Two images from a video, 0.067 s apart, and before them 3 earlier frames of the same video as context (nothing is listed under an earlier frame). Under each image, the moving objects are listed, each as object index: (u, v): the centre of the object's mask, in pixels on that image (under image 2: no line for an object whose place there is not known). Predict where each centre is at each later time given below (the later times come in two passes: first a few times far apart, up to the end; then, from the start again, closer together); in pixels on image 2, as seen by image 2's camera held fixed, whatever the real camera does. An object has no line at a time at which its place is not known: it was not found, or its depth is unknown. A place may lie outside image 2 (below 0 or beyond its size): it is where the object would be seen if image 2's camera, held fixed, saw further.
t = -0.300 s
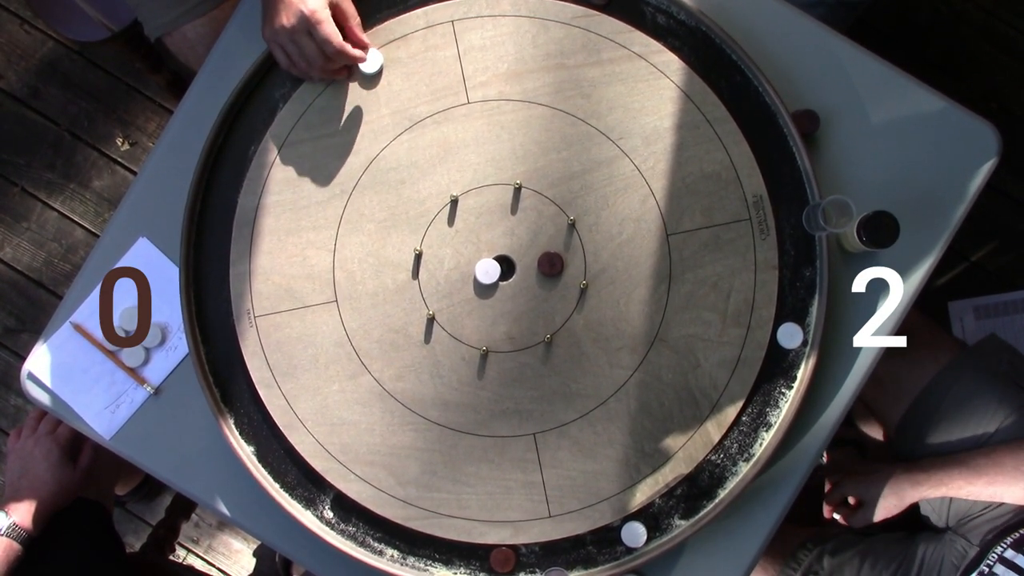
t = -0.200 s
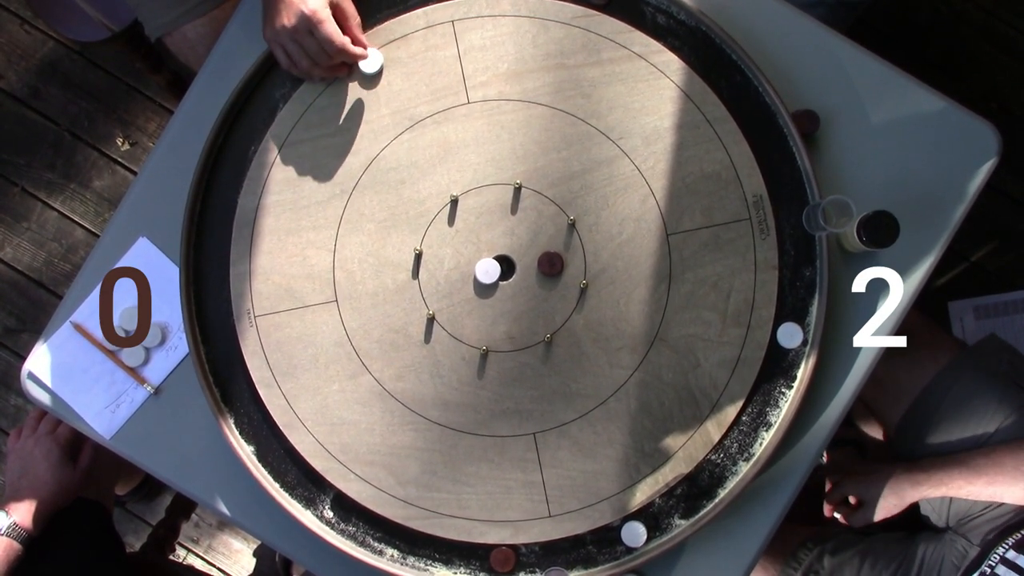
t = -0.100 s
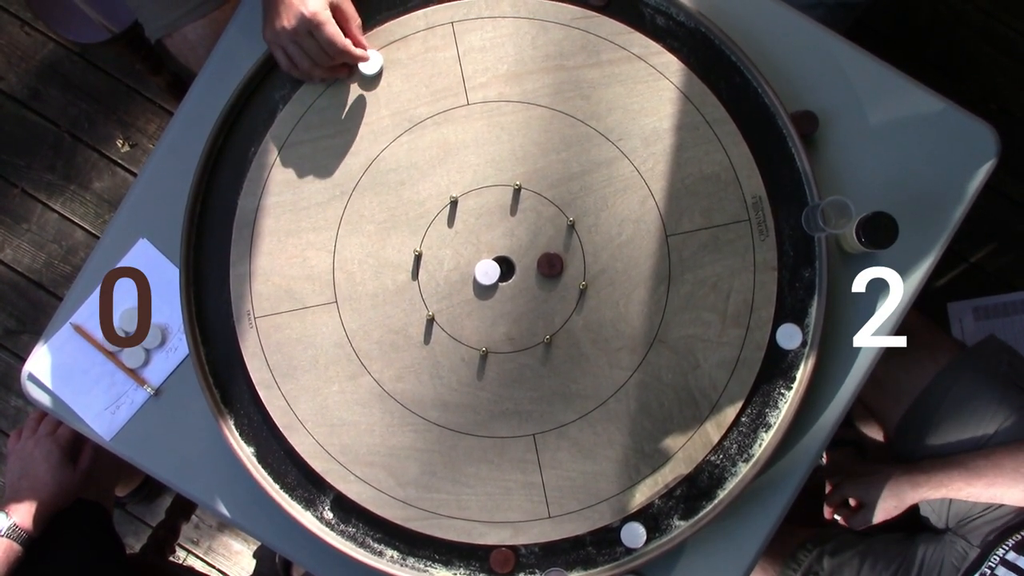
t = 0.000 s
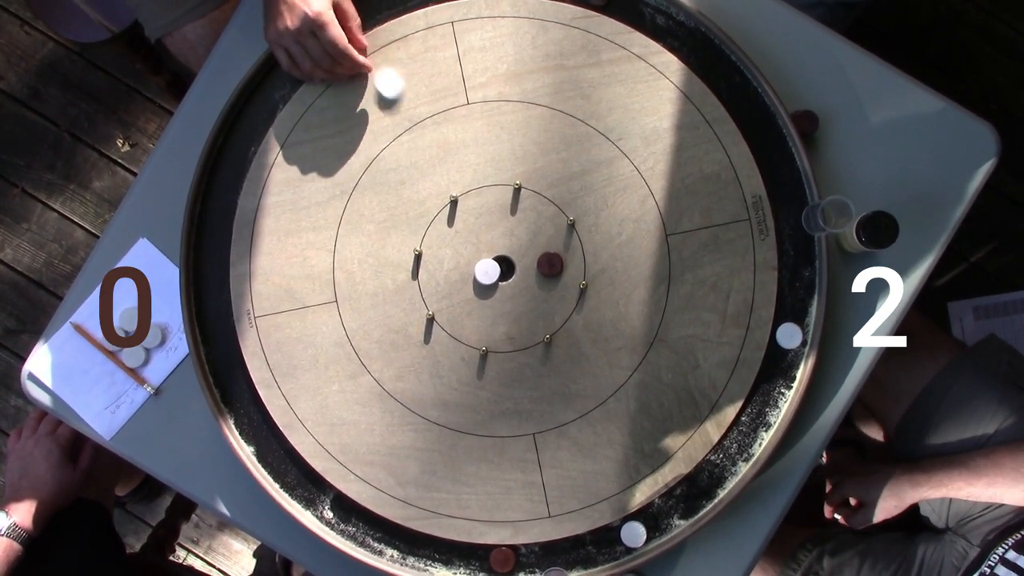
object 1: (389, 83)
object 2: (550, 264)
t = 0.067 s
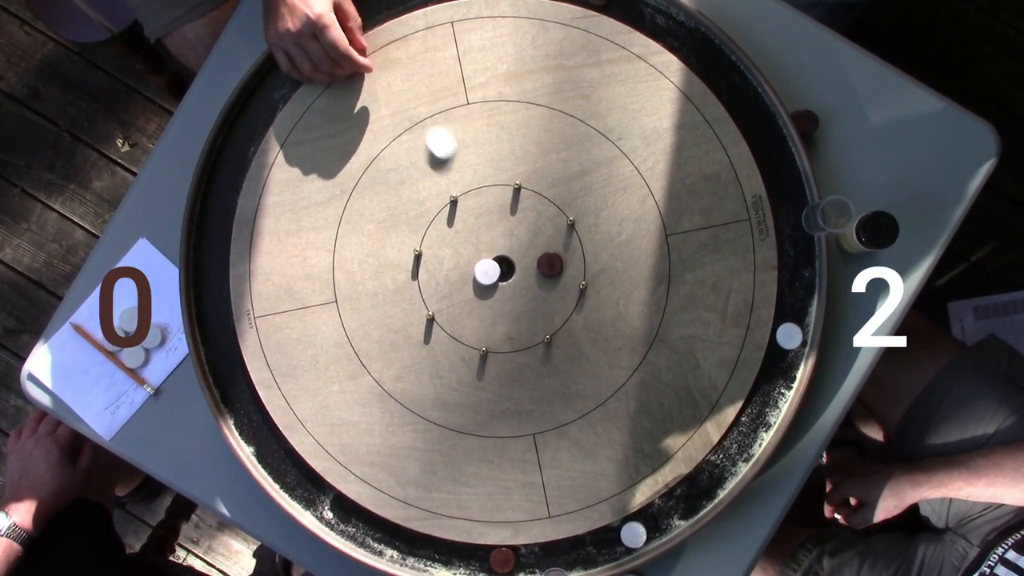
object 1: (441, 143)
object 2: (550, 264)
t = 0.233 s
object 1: (530, 252)
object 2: (551, 280)
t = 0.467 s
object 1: (511, 223)
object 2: (450, 323)
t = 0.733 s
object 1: (510, 220)
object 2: (484, 334)
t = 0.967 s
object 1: (510, 220)
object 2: (486, 334)
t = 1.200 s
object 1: (510, 220)
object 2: (486, 334)
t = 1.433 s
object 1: (510, 220)
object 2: (486, 334)
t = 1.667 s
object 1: (510, 220)
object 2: (486, 334)
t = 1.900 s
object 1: (510, 220)
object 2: (486, 334)
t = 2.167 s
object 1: (510, 220)
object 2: (486, 334)
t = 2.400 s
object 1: (510, 220)
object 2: (486, 333)
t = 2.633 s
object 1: (510, 220)
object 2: (486, 334)
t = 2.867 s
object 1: (510, 220)
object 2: (486, 334)
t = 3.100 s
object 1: (510, 220)
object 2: (486, 334)
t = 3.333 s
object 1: (510, 220)
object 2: (486, 334)
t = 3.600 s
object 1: (510, 220)
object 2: (486, 334)
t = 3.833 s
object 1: (510, 220)
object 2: (486, 334)
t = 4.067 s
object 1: (510, 220)
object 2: (486, 334)
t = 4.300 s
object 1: (510, 220)
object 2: (486, 334)
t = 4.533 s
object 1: (510, 220)
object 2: (486, 334)
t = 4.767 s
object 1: (510, 220)
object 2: (486, 334)
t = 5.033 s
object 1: (510, 220)
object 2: (486, 334)
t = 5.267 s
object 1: (510, 220)
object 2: (486, 334)
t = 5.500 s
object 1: (510, 220)
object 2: (486, 334)
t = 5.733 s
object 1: (510, 220)
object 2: (486, 334)
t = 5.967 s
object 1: (510, 220)
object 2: (486, 334)
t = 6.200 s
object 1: (510, 221)
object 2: (486, 334)
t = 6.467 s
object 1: (510, 220)
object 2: (486, 334)
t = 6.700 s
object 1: (510, 221)
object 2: (486, 334)
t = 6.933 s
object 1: (510, 220)
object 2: (486, 334)
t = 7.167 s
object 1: (510, 220)
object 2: (486, 334)
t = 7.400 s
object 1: (510, 220)
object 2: (486, 333)
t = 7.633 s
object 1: (510, 220)
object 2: (486, 334)
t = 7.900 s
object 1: (510, 220)
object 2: (486, 334)
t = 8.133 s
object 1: (510, 220)
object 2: (486, 334)
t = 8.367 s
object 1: (510, 221)
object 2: (486, 334)
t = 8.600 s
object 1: (510, 220)
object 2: (486, 334)
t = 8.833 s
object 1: (510, 220)
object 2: (486, 333)
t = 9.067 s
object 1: (510, 220)
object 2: (486, 334)
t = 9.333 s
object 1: (510, 220)
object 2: (486, 334)
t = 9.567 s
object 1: (510, 220)
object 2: (486, 334)
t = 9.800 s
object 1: (510, 221)
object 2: (486, 334)
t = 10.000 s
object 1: (510, 221)
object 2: (486, 334)
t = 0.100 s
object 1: (466, 172)
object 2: (550, 264)
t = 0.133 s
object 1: (492, 202)
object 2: (550, 264)
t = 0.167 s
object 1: (517, 231)
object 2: (550, 264)
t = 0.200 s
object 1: (530, 248)
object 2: (561, 275)
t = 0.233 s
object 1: (530, 252)
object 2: (551, 280)
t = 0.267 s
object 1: (527, 250)
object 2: (530, 284)
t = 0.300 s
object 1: (523, 244)
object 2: (512, 292)
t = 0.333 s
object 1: (520, 238)
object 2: (495, 299)
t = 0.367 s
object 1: (517, 233)
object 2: (479, 307)
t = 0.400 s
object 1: (514, 228)
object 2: (465, 313)
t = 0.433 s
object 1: (512, 225)
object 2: (452, 318)
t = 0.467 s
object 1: (511, 223)
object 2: (450, 323)
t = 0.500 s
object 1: (510, 221)
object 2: (458, 325)
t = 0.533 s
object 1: (510, 220)
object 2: (464, 328)
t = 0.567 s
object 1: (510, 220)
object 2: (469, 330)
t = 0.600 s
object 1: (510, 220)
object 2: (473, 332)
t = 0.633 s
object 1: (510, 220)
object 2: (477, 334)
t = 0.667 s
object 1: (510, 220)
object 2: (480, 335)
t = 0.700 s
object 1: (510, 220)
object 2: (482, 334)
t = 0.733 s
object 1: (510, 220)
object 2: (484, 334)
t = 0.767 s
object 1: (510, 220)
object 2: (485, 334)
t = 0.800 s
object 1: (510, 220)
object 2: (486, 334)
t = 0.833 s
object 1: (510, 220)
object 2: (486, 334)
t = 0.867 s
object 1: (510, 220)
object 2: (486, 334)
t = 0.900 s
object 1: (510, 220)
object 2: (486, 334)
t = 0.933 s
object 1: (510, 220)
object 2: (486, 334)
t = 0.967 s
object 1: (510, 220)
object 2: (486, 334)
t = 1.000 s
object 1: (510, 220)
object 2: (486, 334)
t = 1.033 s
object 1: (510, 220)
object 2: (486, 334)
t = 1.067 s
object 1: (510, 220)
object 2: (486, 334)
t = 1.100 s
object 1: (510, 220)
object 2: (486, 334)
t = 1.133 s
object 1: (510, 220)
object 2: (486, 334)
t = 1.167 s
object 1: (510, 220)
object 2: (486, 334)
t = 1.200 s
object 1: (510, 220)
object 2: (486, 334)
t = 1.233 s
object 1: (510, 220)
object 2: (486, 334)
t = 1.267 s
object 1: (510, 220)
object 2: (486, 334)
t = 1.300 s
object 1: (510, 220)
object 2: (486, 334)
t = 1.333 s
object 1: (510, 220)
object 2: (486, 334)
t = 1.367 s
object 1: (510, 220)
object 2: (486, 334)
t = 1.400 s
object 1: (510, 220)
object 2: (486, 334)
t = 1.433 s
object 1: (510, 220)
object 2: (486, 334)
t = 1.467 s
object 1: (510, 220)
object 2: (486, 334)
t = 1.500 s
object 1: (510, 220)
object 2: (486, 334)
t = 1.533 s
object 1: (510, 220)
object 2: (486, 334)
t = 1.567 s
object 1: (510, 220)
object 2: (486, 334)
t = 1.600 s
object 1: (510, 220)
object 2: (486, 334)
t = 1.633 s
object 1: (510, 220)
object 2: (486, 334)
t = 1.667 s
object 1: (510, 220)
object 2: (486, 334)
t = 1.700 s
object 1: (510, 220)
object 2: (486, 334)
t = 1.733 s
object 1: (510, 220)
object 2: (486, 334)
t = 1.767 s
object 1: (510, 220)
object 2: (486, 334)
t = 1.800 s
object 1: (510, 220)
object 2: (486, 334)
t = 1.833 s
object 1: (510, 220)
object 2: (486, 334)
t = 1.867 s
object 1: (510, 220)
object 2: (486, 334)
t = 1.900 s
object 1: (510, 220)
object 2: (486, 334)
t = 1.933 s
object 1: (510, 220)
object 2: (486, 334)
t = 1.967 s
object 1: (510, 220)
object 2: (486, 334)
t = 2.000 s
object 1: (510, 220)
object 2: (486, 334)
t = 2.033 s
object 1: (510, 220)
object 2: (486, 334)
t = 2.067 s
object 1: (510, 220)
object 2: (486, 334)
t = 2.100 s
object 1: (510, 220)
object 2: (486, 334)
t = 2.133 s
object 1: (510, 220)
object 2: (486, 334)
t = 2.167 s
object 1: (510, 220)
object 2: (486, 334)
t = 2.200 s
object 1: (510, 220)
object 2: (486, 334)
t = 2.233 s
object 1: (510, 220)
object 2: (486, 333)
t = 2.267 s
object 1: (510, 220)
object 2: (486, 333)
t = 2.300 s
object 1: (510, 220)
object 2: (486, 333)
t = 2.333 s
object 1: (510, 220)
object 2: (486, 334)
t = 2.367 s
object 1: (510, 220)
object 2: (486, 334)
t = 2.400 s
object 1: (510, 220)
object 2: (486, 333)
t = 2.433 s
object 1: (510, 220)
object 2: (486, 333)
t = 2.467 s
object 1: (510, 220)
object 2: (486, 334)
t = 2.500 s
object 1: (510, 220)
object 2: (486, 334)
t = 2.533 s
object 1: (510, 220)
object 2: (486, 334)
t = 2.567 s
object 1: (510, 220)
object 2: (486, 334)
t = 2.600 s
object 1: (510, 220)
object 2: (486, 334)
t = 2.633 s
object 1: (510, 220)
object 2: (486, 334)
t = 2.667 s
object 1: (510, 220)
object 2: (486, 334)
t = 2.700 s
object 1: (510, 220)
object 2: (486, 334)
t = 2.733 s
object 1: (510, 220)
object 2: (486, 334)
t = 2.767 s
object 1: (510, 220)
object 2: (486, 334)
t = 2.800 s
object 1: (510, 220)
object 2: (486, 334)
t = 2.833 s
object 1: (510, 220)
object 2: (486, 334)
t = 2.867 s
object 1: (510, 220)
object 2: (486, 334)
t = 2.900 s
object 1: (510, 220)
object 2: (486, 334)
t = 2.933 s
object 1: (510, 220)
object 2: (486, 334)
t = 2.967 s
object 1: (510, 220)
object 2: (486, 334)
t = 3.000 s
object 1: (510, 220)
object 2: (486, 334)
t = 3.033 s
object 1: (510, 220)
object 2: (486, 334)
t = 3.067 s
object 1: (510, 220)
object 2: (486, 334)
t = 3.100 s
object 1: (510, 220)
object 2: (486, 334)
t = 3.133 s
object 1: (510, 220)
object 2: (486, 334)
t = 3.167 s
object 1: (510, 220)
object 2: (486, 334)
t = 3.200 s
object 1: (510, 220)
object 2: (486, 334)
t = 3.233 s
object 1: (510, 220)
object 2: (486, 334)
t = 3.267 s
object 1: (510, 220)
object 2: (486, 334)
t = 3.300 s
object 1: (510, 220)
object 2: (486, 334)
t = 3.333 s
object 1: (510, 220)
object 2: (486, 334)
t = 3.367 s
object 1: (510, 220)
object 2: (486, 334)
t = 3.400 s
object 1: (510, 220)
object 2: (486, 334)
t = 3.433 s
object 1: (510, 220)
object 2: (486, 334)
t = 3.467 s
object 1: (510, 220)
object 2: (486, 334)
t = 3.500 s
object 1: (510, 220)
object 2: (486, 334)
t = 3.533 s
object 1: (510, 220)
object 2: (486, 334)
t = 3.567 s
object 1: (510, 220)
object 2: (486, 334)
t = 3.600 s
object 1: (510, 220)
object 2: (486, 334)
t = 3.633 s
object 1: (510, 220)
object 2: (486, 334)
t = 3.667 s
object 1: (510, 220)
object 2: (486, 334)
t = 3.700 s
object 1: (510, 220)
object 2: (486, 334)
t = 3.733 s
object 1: (510, 220)
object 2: (486, 334)
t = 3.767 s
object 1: (510, 220)
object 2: (486, 334)
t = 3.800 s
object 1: (510, 220)
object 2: (486, 334)
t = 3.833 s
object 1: (510, 220)
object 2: (486, 334)
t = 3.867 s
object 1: (510, 220)
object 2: (486, 334)
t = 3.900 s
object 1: (510, 220)
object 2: (486, 334)
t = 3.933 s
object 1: (510, 220)
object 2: (486, 334)
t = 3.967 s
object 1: (510, 220)
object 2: (486, 334)
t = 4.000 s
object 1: (510, 220)
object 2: (486, 334)
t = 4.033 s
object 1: (510, 220)
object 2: (486, 334)
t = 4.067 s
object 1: (510, 220)
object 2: (486, 334)
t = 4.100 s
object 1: (510, 220)
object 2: (486, 334)
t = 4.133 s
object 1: (510, 220)
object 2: (486, 334)
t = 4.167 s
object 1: (510, 220)
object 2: (486, 334)
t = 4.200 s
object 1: (510, 220)
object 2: (486, 334)
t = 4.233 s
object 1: (510, 220)
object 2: (486, 334)
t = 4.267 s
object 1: (510, 220)
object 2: (486, 334)
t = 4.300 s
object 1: (510, 220)
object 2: (486, 334)
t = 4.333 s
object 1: (510, 220)
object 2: (486, 334)
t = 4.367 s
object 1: (510, 220)
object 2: (486, 334)
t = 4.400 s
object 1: (510, 220)
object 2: (486, 334)
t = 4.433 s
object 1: (510, 220)
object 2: (486, 334)
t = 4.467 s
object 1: (510, 220)
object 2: (486, 334)
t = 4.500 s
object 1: (510, 220)
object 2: (486, 334)
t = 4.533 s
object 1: (510, 220)
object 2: (486, 334)
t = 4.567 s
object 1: (510, 220)
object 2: (486, 334)
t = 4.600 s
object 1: (510, 220)
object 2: (486, 334)
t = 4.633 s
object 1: (510, 220)
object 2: (486, 334)
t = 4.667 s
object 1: (510, 220)
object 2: (486, 334)
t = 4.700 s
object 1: (510, 220)
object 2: (486, 334)
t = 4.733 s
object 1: (510, 220)
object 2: (486, 334)
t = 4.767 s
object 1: (510, 220)
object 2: (486, 334)
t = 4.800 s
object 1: (510, 220)
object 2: (486, 334)
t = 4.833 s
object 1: (510, 220)
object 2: (486, 334)
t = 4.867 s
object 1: (510, 221)
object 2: (486, 334)
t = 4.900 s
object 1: (510, 220)
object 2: (486, 334)
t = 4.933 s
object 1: (510, 220)
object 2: (486, 334)
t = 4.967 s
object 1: (510, 220)
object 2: (486, 334)
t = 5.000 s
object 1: (510, 220)
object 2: (486, 334)
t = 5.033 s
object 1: (510, 220)
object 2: (486, 334)
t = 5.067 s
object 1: (510, 220)
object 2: (486, 334)
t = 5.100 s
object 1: (510, 220)
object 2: (486, 334)
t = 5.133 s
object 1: (510, 220)
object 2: (486, 334)
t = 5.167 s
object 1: (510, 220)
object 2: (486, 334)
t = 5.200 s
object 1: (510, 220)
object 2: (486, 334)
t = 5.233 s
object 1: (510, 220)
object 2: (486, 334)
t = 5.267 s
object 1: (510, 220)
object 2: (486, 334)
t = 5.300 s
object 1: (510, 220)
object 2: (486, 334)
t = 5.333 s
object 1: (510, 220)
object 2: (486, 334)
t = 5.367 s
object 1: (510, 220)
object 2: (486, 334)
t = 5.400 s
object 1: (510, 220)
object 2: (486, 334)
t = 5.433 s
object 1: (510, 220)
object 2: (486, 334)
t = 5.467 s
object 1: (510, 220)
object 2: (486, 334)
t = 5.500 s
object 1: (510, 220)
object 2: (486, 334)
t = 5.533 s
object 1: (510, 220)
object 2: (486, 334)
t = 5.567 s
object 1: (510, 220)
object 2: (486, 334)
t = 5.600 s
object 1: (510, 220)
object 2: (486, 334)
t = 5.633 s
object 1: (510, 220)
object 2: (486, 334)
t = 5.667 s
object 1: (510, 220)
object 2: (486, 334)
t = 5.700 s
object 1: (510, 220)
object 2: (486, 334)
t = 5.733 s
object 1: (510, 220)
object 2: (486, 334)
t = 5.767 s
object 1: (510, 220)
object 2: (486, 334)
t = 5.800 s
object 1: (510, 220)
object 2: (486, 334)
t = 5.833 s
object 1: (510, 220)
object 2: (486, 334)
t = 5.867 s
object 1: (510, 220)
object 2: (486, 334)
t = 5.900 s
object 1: (510, 220)
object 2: (486, 334)
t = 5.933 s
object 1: (510, 220)
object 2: (486, 334)
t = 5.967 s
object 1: (510, 220)
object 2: (486, 334)
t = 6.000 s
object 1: (510, 220)
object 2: (486, 334)
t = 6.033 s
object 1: (510, 221)
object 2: (486, 334)
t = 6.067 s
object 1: (510, 220)
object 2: (486, 334)
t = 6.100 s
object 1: (510, 220)
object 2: (486, 334)
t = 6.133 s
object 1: (510, 220)
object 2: (486, 334)
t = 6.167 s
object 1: (510, 220)
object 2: (486, 334)
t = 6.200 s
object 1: (510, 221)
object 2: (486, 334)
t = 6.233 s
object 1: (510, 220)
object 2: (486, 334)
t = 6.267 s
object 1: (510, 220)
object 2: (486, 334)
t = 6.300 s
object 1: (510, 221)
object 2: (486, 334)
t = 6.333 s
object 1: (510, 220)
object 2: (486, 334)
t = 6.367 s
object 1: (510, 220)
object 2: (486, 334)
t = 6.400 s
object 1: (510, 220)
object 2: (486, 334)
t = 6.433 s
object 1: (510, 220)
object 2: (486, 334)
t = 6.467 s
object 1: (510, 220)
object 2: (486, 334)
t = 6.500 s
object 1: (510, 220)
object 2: (486, 334)
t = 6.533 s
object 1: (510, 220)
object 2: (486, 334)
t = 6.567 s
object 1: (510, 220)
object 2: (486, 334)
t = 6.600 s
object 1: (510, 220)
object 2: (486, 334)
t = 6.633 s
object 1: (510, 220)
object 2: (486, 334)
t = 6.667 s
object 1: (510, 220)
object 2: (486, 334)
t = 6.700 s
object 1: (510, 221)
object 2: (486, 334)
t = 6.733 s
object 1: (510, 220)
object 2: (486, 334)
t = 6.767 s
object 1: (510, 220)
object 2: (486, 334)
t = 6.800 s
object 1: (510, 220)
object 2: (486, 334)
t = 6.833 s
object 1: (510, 220)
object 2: (486, 334)
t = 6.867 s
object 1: (510, 221)
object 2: (486, 334)
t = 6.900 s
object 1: (510, 220)
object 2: (486, 334)
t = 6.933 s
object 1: (510, 220)
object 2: (486, 334)
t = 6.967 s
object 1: (510, 220)
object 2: (486, 334)
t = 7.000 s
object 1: (510, 220)
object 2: (486, 334)
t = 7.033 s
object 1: (510, 220)
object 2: (486, 334)
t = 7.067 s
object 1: (510, 220)
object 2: (486, 334)
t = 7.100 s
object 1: (510, 221)
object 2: (486, 334)
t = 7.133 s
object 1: (510, 220)
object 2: (486, 334)
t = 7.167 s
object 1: (510, 220)
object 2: (486, 334)
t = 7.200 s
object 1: (510, 220)
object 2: (486, 333)
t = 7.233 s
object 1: (510, 220)
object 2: (486, 334)
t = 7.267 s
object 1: (510, 220)
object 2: (486, 334)
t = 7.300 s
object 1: (510, 220)
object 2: (486, 334)
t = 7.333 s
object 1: (510, 221)
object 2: (486, 334)
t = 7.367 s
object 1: (510, 220)
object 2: (486, 333)
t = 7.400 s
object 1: (510, 220)
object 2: (486, 333)
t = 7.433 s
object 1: (510, 220)
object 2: (486, 334)
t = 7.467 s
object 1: (510, 220)
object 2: (486, 334)
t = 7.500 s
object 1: (510, 220)
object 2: (486, 334)
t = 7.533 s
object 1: (510, 221)
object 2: (486, 334)
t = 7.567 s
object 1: (510, 220)
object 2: (486, 333)
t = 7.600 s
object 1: (510, 220)
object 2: (486, 334)
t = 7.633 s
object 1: (510, 220)
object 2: (486, 334)
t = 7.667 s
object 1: (510, 220)
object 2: (486, 334)
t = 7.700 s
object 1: (510, 220)
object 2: (486, 334)
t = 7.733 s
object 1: (510, 220)
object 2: (486, 334)
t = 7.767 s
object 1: (510, 220)
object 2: (486, 334)
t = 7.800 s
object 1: (510, 221)
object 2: (486, 334)
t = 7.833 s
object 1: (510, 220)
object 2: (486, 334)
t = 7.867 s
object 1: (510, 220)
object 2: (486, 334)
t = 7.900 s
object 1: (510, 220)
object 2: (486, 334)
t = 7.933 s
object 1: (510, 220)
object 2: (486, 334)
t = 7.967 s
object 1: (510, 220)
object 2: (486, 334)
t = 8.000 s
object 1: (510, 220)
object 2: (486, 334)
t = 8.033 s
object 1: (510, 220)
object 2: (486, 334)
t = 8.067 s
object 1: (510, 220)
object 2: (486, 334)
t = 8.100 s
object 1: (510, 220)
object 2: (486, 334)
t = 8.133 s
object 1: (510, 220)
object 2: (486, 334)
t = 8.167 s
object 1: (510, 221)
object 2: (486, 334)
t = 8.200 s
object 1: (510, 220)
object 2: (486, 334)
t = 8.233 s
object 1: (510, 221)
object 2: (486, 334)
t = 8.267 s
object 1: (510, 221)
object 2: (486, 334)
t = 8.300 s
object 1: (510, 221)
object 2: (486, 334)
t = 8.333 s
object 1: (510, 220)
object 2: (486, 334)
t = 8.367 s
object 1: (510, 221)
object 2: (486, 334)
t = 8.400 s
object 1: (510, 220)
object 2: (486, 334)
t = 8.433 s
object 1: (510, 220)
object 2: (486, 334)
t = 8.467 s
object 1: (510, 220)
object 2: (486, 334)
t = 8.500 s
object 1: (510, 220)
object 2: (486, 334)
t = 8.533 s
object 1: (510, 220)
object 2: (486, 334)
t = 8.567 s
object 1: (510, 220)
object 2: (486, 334)
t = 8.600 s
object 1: (510, 220)
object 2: (486, 334)
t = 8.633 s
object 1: (510, 220)
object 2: (486, 334)
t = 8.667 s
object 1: (510, 220)
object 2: (486, 334)
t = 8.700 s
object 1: (510, 220)
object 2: (486, 334)
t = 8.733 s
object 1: (510, 220)
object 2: (486, 334)
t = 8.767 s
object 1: (510, 221)
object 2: (486, 334)
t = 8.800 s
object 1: (510, 220)
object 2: (486, 334)
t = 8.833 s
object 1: (510, 220)
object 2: (486, 333)
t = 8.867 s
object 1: (510, 220)
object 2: (486, 334)
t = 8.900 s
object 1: (510, 220)
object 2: (486, 334)
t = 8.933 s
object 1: (510, 220)
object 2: (486, 334)
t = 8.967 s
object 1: (510, 220)
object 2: (486, 334)
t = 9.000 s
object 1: (510, 220)
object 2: (486, 334)
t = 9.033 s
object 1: (510, 220)
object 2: (486, 334)
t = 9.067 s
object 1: (510, 220)
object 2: (486, 334)
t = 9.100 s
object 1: (510, 220)
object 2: (486, 334)
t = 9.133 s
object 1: (510, 220)
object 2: (486, 334)
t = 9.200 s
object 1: (510, 220)
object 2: (486, 334)
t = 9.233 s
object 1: (510, 220)
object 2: (486, 334)
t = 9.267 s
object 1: (510, 220)
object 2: (486, 334)
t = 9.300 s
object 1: (510, 220)
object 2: (486, 334)
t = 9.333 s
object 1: (510, 220)
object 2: (486, 334)
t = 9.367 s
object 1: (510, 220)
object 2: (486, 334)
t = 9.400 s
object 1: (510, 220)
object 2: (486, 334)
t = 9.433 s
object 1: (510, 220)
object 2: (486, 333)
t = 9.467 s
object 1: (510, 220)
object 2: (486, 334)
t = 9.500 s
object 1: (510, 220)
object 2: (486, 334)
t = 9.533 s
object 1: (510, 220)
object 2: (486, 334)
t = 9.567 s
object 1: (510, 220)
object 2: (486, 334)
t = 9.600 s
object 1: (510, 220)
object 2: (486, 334)
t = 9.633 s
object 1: (510, 220)
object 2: (486, 334)
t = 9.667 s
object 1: (510, 220)
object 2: (486, 334)
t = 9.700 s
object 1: (510, 220)
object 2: (486, 334)
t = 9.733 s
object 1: (510, 220)
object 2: (486, 334)
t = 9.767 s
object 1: (510, 221)
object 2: (486, 334)
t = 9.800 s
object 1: (510, 221)
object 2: (486, 334)
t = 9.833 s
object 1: (510, 220)
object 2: (486, 334)
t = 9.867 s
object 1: (510, 220)
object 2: (486, 333)
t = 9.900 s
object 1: (510, 220)
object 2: (486, 334)
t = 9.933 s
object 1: (510, 221)
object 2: (486, 334)
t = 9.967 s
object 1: (510, 220)
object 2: (486, 334)
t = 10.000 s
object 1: (510, 221)
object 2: (486, 334)
